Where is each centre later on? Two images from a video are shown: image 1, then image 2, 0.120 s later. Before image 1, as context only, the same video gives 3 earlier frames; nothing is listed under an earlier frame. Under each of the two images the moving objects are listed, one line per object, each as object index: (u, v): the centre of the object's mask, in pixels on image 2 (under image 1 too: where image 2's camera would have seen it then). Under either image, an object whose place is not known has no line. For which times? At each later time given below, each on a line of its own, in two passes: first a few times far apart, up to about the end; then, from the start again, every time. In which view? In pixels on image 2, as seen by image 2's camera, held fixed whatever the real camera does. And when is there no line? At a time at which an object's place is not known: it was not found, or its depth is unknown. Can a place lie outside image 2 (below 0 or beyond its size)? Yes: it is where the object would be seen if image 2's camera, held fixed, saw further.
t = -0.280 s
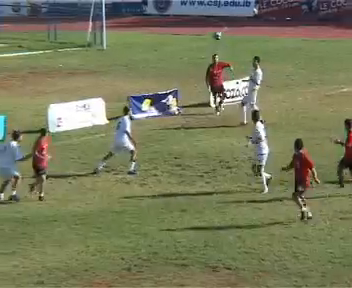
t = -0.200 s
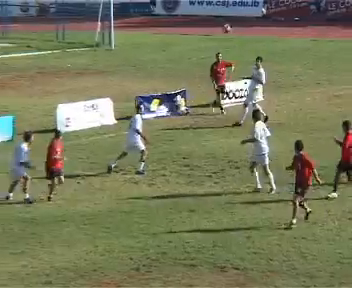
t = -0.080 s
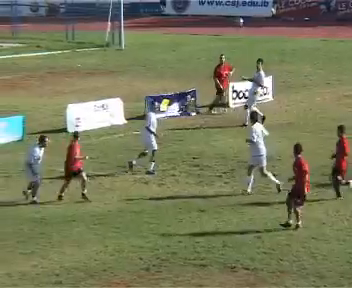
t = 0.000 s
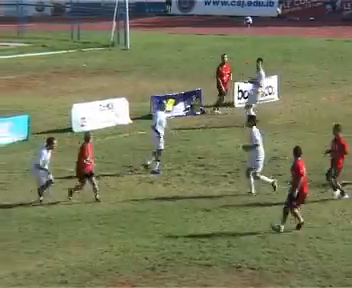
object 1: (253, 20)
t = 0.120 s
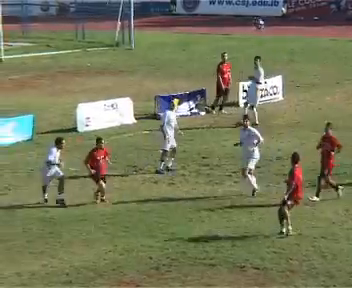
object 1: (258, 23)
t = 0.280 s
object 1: (271, 37)
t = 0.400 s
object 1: (283, 55)
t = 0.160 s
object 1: (263, 25)
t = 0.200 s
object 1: (265, 29)
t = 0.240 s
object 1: (268, 33)
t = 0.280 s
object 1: (271, 37)
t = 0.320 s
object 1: (275, 42)
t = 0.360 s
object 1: (278, 49)
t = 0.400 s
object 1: (283, 55)
